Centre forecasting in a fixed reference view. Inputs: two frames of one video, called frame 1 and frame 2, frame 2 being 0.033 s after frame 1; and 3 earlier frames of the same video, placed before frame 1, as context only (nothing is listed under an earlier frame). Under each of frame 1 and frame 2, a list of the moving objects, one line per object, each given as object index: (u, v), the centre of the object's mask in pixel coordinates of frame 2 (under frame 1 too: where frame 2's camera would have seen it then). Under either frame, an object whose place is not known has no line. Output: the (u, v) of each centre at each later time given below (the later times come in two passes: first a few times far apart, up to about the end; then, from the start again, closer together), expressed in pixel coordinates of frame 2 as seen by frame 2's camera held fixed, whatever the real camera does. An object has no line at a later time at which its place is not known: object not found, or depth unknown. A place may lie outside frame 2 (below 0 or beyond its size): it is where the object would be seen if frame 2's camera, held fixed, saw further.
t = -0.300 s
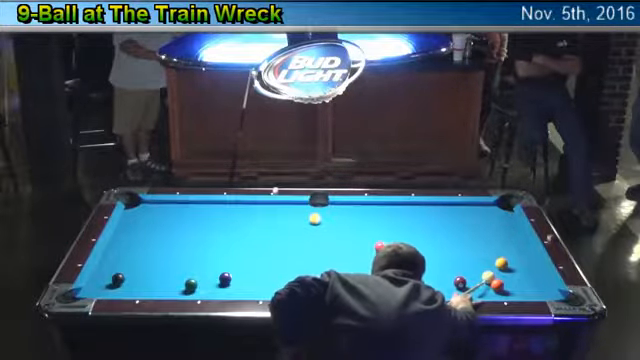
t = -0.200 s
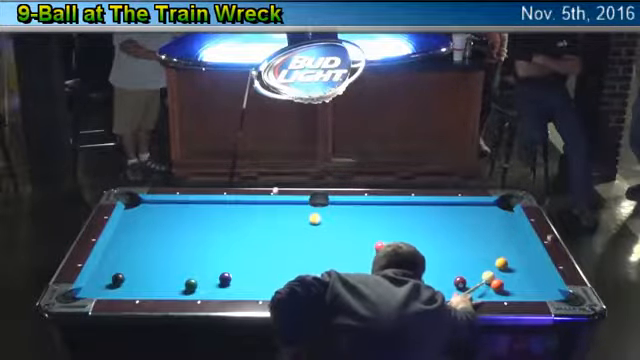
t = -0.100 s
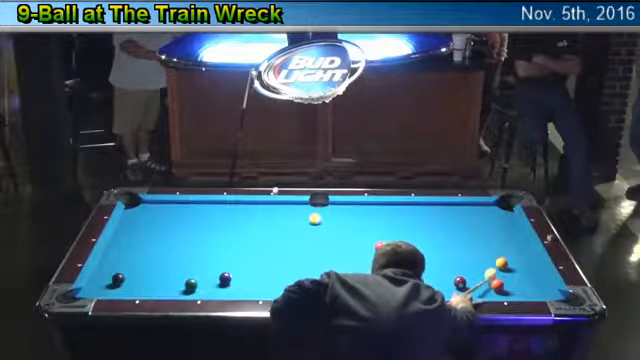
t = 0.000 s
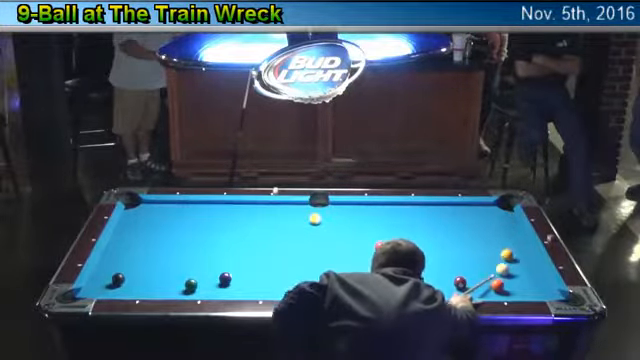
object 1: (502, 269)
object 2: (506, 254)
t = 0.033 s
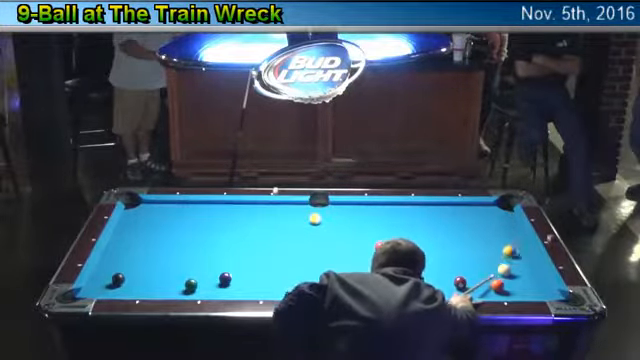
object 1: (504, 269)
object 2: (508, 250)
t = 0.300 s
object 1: (518, 270)
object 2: (510, 226)
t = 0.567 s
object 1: (533, 272)
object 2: (490, 208)
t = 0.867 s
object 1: (538, 273)
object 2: (477, 212)
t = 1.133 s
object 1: (533, 275)
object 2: (467, 221)
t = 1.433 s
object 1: (529, 276)
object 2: (455, 231)
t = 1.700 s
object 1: (526, 277)
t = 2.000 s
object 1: (525, 277)
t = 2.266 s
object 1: (525, 277)
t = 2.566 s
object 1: (525, 277)
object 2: (415, 266)
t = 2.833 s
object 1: (525, 277)
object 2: (405, 275)
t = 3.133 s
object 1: (525, 277)
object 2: (395, 283)
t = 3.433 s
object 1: (525, 277)
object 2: (386, 290)
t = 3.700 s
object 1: (524, 277)
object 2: (378, 292)
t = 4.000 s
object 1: (524, 277)
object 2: (372, 290)
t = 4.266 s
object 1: (524, 277)
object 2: (368, 289)
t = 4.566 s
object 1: (524, 277)
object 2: (365, 287)
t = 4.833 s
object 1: (525, 277)
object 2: (364, 287)
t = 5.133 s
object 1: (525, 277)
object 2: (364, 287)
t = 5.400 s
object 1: (525, 277)
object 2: (364, 287)
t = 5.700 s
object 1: (525, 277)
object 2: (364, 287)
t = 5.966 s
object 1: (525, 277)
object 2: (364, 287)
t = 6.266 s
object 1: (525, 277)
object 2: (364, 287)
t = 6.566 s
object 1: (525, 277)
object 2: (364, 287)
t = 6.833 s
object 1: (525, 277)
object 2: (364, 287)
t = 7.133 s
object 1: (525, 277)
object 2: (364, 287)
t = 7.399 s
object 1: (524, 277)
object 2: (364, 287)
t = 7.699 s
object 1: (525, 277)
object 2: (364, 287)
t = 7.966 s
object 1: (525, 277)
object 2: (364, 287)
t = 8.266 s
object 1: (525, 277)
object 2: (364, 287)
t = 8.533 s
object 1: (525, 277)
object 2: (364, 287)
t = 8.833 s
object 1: (525, 277)
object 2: (364, 287)
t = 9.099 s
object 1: (525, 277)
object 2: (364, 286)
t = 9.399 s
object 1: (525, 277)
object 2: (364, 286)
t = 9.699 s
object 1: (525, 277)
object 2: (364, 287)
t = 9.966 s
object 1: (525, 277)
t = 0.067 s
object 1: (506, 269)
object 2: (512, 246)
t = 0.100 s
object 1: (507, 269)
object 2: (514, 243)
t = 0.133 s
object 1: (509, 269)
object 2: (516, 239)
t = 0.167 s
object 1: (511, 270)
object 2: (518, 235)
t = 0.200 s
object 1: (512, 269)
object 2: (519, 233)
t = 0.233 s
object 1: (512, 269)
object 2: (517, 230)
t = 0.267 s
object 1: (517, 270)
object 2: (514, 228)
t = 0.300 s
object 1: (518, 270)
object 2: (510, 226)
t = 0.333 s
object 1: (520, 270)
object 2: (507, 223)
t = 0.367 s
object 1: (522, 270)
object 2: (506, 220)
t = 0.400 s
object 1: (524, 271)
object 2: (503, 219)
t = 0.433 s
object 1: (526, 271)
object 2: (500, 216)
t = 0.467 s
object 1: (528, 271)
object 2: (498, 214)
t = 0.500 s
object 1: (529, 271)
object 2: (495, 212)
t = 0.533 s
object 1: (532, 272)
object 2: (492, 210)
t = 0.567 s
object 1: (533, 272)
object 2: (490, 208)
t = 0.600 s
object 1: (535, 272)
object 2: (488, 206)
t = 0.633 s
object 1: (537, 272)
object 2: (486, 205)
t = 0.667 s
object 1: (538, 272)
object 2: (484, 205)
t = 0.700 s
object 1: (539, 272)
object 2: (483, 207)
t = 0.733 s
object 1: (539, 272)
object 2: (483, 207)
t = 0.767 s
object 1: (539, 272)
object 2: (482, 207)
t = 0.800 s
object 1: (539, 273)
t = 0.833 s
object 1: (539, 273)
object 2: (478, 212)
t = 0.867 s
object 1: (538, 273)
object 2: (477, 212)
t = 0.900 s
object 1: (537, 273)
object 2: (476, 213)
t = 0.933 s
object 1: (536, 274)
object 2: (474, 214)
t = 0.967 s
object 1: (535, 274)
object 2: (472, 215)
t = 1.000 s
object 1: (534, 274)
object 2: (471, 217)
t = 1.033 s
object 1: (535, 274)
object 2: (470, 218)
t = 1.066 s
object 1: (534, 274)
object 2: (469, 219)
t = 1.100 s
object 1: (533, 275)
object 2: (468, 220)
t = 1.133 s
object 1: (533, 275)
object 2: (467, 221)
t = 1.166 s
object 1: (532, 275)
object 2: (465, 223)
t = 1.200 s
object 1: (531, 275)
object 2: (464, 224)
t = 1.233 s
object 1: (531, 275)
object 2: (463, 224)
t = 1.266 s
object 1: (531, 276)
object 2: (461, 226)
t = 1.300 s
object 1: (530, 276)
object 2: (460, 227)
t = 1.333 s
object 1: (530, 276)
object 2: (459, 228)
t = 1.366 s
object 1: (529, 276)
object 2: (458, 229)
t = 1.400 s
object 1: (529, 276)
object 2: (456, 230)
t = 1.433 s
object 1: (529, 276)
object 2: (455, 231)
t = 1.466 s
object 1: (528, 276)
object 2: (455, 231)
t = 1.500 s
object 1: (528, 276)
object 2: (455, 232)
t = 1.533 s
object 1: (527, 277)
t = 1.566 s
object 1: (527, 277)
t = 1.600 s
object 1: (527, 277)
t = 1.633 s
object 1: (527, 277)
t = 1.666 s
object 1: (526, 277)
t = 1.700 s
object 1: (526, 277)
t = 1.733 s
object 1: (525, 277)
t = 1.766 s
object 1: (525, 277)
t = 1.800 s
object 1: (525, 277)
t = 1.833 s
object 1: (525, 277)
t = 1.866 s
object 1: (525, 277)
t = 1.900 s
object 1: (524, 277)
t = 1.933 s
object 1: (524, 277)
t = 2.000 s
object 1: (525, 277)
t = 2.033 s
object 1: (524, 277)
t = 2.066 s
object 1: (524, 277)
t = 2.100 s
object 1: (524, 277)
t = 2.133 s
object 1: (525, 277)
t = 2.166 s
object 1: (525, 277)
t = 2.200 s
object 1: (525, 277)
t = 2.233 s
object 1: (525, 277)
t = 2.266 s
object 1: (525, 277)
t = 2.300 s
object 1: (525, 277)
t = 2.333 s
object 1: (525, 277)
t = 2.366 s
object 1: (525, 277)
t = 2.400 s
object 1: (525, 277)
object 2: (422, 260)
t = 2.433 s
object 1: (525, 277)
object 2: (420, 263)
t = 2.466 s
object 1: (525, 277)
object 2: (420, 264)
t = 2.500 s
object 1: (525, 277)
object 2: (417, 265)
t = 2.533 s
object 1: (525, 277)
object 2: (416, 266)
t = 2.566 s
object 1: (525, 277)
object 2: (415, 266)
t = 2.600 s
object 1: (525, 277)
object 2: (414, 268)
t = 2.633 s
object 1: (525, 277)
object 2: (412, 268)
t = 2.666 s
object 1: (525, 277)
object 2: (411, 270)
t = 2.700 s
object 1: (525, 277)
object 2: (410, 271)
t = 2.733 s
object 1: (524, 277)
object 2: (409, 272)
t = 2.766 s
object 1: (525, 277)
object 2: (408, 273)
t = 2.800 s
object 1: (525, 277)
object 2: (407, 274)
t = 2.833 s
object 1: (525, 277)
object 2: (405, 275)
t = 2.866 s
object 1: (525, 277)
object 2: (404, 276)
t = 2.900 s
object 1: (525, 277)
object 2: (403, 277)
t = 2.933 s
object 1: (525, 277)
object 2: (402, 278)
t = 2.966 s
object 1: (525, 277)
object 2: (401, 278)
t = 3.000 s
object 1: (525, 277)
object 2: (399, 280)
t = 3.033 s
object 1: (525, 277)
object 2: (398, 280)
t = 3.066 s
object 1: (525, 277)
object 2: (397, 281)
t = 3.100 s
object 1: (525, 277)
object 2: (397, 282)
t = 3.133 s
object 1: (525, 277)
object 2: (395, 283)
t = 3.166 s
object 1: (525, 277)
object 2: (394, 284)
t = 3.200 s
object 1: (525, 277)
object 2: (393, 285)
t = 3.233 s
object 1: (525, 277)
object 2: (392, 286)
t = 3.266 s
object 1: (525, 277)
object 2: (391, 286)
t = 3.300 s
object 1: (524, 277)
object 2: (390, 287)
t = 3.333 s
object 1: (525, 277)
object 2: (389, 289)
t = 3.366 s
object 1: (524, 277)
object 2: (389, 289)
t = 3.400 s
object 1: (524, 277)
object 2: (388, 290)
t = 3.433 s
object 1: (525, 277)
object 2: (386, 290)
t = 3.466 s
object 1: (524, 277)
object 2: (385, 291)
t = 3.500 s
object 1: (524, 277)
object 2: (385, 291)
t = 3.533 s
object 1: (525, 277)
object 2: (382, 292)
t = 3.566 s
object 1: (525, 277)
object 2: (382, 292)
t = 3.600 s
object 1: (525, 277)
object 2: (381, 292)
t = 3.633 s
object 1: (525, 277)
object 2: (379, 292)
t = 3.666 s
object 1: (525, 277)
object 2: (379, 292)
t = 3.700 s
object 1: (524, 277)
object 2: (378, 292)
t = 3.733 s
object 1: (525, 277)
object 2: (377, 292)
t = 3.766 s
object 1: (525, 277)
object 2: (377, 292)
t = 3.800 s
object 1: (525, 277)
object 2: (377, 292)
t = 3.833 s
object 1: (525, 277)
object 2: (376, 292)
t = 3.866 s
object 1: (525, 277)
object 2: (375, 291)
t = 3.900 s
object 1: (525, 277)
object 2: (374, 291)
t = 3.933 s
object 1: (525, 277)
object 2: (374, 291)
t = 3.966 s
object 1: (525, 277)
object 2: (373, 290)
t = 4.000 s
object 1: (524, 277)
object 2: (372, 290)
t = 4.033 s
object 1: (524, 277)
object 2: (372, 290)
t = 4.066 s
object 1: (524, 277)
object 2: (371, 290)
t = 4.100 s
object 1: (524, 277)
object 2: (371, 290)
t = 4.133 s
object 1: (525, 277)
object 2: (371, 290)
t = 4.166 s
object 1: (524, 277)
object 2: (369, 289)
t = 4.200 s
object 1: (524, 277)
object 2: (370, 289)
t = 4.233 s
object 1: (525, 277)
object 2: (369, 289)
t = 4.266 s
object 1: (524, 277)
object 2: (368, 289)
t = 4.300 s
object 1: (524, 277)
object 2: (368, 289)
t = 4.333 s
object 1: (525, 277)
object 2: (368, 289)
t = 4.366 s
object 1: (525, 277)
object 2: (367, 288)
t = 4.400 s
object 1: (524, 277)
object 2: (367, 288)
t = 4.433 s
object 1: (525, 277)
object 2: (367, 288)
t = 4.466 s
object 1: (524, 277)
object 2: (366, 287)
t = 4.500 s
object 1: (524, 277)
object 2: (366, 287)
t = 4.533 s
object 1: (524, 277)
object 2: (365, 287)
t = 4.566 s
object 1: (524, 277)
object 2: (365, 287)
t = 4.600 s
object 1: (524, 277)
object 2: (365, 287)
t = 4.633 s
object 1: (524, 277)
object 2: (365, 287)
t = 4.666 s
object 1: (524, 277)
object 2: (365, 287)
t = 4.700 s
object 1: (524, 277)
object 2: (365, 287)
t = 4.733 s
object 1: (524, 277)
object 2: (365, 287)
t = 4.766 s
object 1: (524, 277)
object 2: (365, 287)
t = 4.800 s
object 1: (525, 277)
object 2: (364, 287)
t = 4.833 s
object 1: (525, 277)
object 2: (364, 287)
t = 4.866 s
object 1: (525, 277)
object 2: (364, 287)
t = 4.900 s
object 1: (525, 277)
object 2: (364, 287)
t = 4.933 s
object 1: (525, 277)
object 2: (364, 287)
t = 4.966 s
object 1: (525, 277)
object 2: (364, 287)
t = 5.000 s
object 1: (525, 277)
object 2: (364, 287)
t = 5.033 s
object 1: (525, 277)
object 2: (364, 287)
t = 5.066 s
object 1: (525, 277)
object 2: (364, 287)
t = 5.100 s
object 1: (525, 277)
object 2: (364, 287)
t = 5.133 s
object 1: (525, 277)
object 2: (364, 287)
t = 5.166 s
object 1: (525, 277)
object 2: (364, 287)
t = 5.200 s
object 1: (525, 277)
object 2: (364, 286)
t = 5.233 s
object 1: (525, 277)
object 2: (364, 287)
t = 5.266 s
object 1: (525, 277)
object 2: (364, 287)
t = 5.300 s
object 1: (525, 277)
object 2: (364, 287)
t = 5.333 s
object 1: (525, 277)
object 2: (364, 287)
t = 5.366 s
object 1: (525, 277)
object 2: (364, 287)
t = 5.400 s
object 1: (525, 277)
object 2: (364, 287)
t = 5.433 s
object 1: (525, 277)
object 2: (364, 287)
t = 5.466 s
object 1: (525, 277)
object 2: (364, 287)
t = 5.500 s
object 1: (525, 277)
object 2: (364, 287)
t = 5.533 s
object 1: (525, 277)
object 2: (364, 287)
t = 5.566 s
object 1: (525, 277)
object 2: (364, 287)
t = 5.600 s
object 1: (525, 277)
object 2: (364, 287)
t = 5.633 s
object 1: (525, 277)
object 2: (364, 287)
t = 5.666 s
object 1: (525, 277)
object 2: (364, 287)
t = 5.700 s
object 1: (525, 277)
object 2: (364, 287)
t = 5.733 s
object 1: (525, 277)
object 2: (364, 287)
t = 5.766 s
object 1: (525, 277)
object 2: (364, 287)
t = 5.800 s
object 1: (525, 277)
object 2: (364, 287)
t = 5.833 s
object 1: (525, 277)
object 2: (364, 287)
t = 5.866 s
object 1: (525, 277)
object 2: (364, 287)
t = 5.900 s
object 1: (525, 277)
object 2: (364, 287)
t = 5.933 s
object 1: (525, 277)
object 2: (364, 287)
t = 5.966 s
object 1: (525, 277)
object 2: (364, 287)
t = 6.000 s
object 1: (525, 277)
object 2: (364, 287)
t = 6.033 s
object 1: (525, 277)
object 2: (364, 287)
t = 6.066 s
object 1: (525, 277)
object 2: (364, 287)
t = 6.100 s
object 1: (525, 277)
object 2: (364, 287)
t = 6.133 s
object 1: (525, 277)
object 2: (364, 287)
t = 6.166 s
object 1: (525, 277)
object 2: (364, 287)
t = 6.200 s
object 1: (525, 277)
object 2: (364, 287)
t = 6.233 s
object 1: (525, 277)
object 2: (364, 287)
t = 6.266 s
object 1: (525, 277)
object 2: (364, 287)
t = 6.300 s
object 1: (525, 277)
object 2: (364, 287)
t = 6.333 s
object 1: (525, 277)
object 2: (364, 287)
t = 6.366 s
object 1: (525, 277)
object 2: (364, 287)
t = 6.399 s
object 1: (525, 277)
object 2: (364, 287)
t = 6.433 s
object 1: (525, 277)
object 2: (364, 287)
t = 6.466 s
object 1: (525, 277)
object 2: (364, 287)
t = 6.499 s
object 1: (525, 277)
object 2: (364, 287)
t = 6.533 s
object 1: (525, 277)
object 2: (364, 287)
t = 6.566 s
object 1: (525, 277)
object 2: (364, 287)
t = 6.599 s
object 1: (525, 277)
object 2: (364, 287)
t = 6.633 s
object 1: (525, 277)
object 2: (364, 287)
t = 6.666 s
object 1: (525, 277)
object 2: (364, 287)
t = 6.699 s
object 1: (525, 277)
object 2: (364, 287)
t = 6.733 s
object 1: (525, 277)
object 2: (364, 287)
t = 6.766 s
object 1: (525, 277)
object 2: (364, 287)
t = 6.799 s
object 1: (525, 277)
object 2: (364, 287)
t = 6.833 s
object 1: (525, 277)
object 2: (364, 287)
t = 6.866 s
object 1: (525, 277)
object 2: (364, 287)
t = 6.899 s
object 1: (525, 277)
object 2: (364, 287)
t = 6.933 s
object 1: (525, 277)
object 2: (364, 287)
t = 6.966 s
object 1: (525, 277)
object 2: (364, 287)
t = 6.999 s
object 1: (525, 277)
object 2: (364, 287)
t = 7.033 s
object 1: (525, 277)
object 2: (364, 287)
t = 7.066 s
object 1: (524, 277)
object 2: (364, 287)
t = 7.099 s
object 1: (524, 277)
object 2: (364, 287)
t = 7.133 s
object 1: (525, 277)
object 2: (364, 287)
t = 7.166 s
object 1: (524, 277)
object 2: (364, 287)
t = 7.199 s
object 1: (525, 277)
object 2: (364, 287)
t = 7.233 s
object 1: (524, 277)
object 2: (364, 287)
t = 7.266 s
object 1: (524, 277)
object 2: (364, 287)
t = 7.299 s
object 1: (524, 277)
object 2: (364, 287)
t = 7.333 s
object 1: (525, 277)
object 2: (364, 287)
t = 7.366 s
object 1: (524, 277)
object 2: (364, 287)
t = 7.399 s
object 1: (524, 277)
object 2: (364, 287)
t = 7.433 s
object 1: (524, 277)
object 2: (364, 287)
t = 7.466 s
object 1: (524, 277)
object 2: (364, 287)
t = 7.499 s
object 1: (525, 277)
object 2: (364, 287)
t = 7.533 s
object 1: (525, 277)
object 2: (364, 287)
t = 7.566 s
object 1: (525, 277)
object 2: (364, 287)
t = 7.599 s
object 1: (524, 277)
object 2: (364, 287)
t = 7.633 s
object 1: (525, 277)
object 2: (364, 287)
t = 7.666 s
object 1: (525, 277)
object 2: (364, 287)
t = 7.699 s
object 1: (525, 277)
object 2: (364, 287)
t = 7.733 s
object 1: (525, 277)
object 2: (364, 287)
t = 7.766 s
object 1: (525, 277)
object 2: (364, 287)
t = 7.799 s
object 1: (525, 277)
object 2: (364, 287)
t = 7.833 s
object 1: (525, 277)
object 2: (364, 287)
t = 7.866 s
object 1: (524, 277)
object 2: (364, 287)
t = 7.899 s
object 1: (525, 277)
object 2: (364, 287)
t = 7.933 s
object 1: (525, 277)
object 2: (364, 287)
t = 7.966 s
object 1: (525, 277)
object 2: (364, 287)
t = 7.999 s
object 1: (525, 277)
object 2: (364, 287)
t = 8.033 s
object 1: (525, 277)
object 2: (364, 287)
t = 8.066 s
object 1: (525, 277)
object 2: (364, 287)
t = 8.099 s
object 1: (525, 277)
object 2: (364, 287)
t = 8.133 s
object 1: (525, 277)
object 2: (364, 287)
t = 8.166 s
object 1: (525, 277)
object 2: (364, 287)
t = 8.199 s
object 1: (525, 277)
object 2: (364, 287)
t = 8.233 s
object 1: (525, 277)
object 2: (364, 287)
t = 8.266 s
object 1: (525, 277)
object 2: (364, 287)
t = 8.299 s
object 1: (525, 277)
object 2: (364, 287)
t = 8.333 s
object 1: (525, 277)
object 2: (364, 287)
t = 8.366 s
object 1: (525, 277)
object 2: (364, 287)
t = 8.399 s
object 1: (525, 277)
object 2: (364, 287)
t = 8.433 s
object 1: (525, 277)
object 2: (364, 287)
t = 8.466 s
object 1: (525, 277)
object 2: (364, 287)
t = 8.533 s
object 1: (525, 277)
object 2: (364, 287)
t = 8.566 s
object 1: (525, 277)
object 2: (364, 287)
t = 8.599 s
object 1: (525, 277)
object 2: (364, 287)
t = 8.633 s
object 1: (525, 277)
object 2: (364, 287)
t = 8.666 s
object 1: (525, 277)
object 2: (364, 287)
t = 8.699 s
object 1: (525, 277)
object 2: (364, 287)
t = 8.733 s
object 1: (525, 277)
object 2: (364, 287)
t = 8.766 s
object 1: (525, 277)
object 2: (364, 287)
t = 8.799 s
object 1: (525, 277)
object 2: (364, 287)
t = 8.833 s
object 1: (525, 277)
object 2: (364, 287)
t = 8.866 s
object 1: (525, 277)
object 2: (364, 287)
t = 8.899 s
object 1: (525, 277)
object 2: (364, 287)
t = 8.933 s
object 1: (525, 277)
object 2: (364, 287)
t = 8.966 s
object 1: (525, 277)
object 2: (364, 287)
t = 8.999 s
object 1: (525, 277)
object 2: (364, 287)
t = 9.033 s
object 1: (525, 277)
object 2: (364, 287)
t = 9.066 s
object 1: (525, 277)
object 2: (364, 286)
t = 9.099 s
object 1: (525, 277)
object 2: (364, 286)
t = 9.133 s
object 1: (525, 277)
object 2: (364, 286)
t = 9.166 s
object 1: (525, 277)
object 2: (364, 286)
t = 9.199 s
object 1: (525, 277)
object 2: (364, 286)
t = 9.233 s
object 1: (525, 277)
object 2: (364, 287)
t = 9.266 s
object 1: (525, 277)
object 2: (364, 286)
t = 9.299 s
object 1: (525, 277)
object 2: (364, 286)
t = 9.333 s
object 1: (525, 277)
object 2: (364, 287)
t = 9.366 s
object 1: (525, 277)
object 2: (364, 286)
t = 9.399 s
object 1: (525, 277)
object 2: (364, 286)
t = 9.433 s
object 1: (525, 277)
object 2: (364, 286)
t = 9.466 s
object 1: (525, 277)
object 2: (364, 286)
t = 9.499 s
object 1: (525, 277)
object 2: (364, 286)
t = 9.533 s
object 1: (525, 277)
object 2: (364, 286)
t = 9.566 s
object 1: (525, 277)
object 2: (364, 286)
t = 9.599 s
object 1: (525, 277)
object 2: (364, 286)
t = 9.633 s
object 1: (525, 277)
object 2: (364, 286)
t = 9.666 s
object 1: (525, 277)
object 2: (364, 287)
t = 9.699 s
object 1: (525, 277)
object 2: (364, 287)
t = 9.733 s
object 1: (525, 277)
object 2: (364, 286)
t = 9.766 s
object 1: (525, 277)
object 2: (364, 286)
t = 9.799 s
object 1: (525, 277)
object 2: (367, 285)
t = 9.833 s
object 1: (525, 277)
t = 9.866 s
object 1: (525, 277)
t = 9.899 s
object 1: (525, 277)
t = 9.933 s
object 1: (525, 277)
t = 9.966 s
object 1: (525, 277)
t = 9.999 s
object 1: (525, 277)
